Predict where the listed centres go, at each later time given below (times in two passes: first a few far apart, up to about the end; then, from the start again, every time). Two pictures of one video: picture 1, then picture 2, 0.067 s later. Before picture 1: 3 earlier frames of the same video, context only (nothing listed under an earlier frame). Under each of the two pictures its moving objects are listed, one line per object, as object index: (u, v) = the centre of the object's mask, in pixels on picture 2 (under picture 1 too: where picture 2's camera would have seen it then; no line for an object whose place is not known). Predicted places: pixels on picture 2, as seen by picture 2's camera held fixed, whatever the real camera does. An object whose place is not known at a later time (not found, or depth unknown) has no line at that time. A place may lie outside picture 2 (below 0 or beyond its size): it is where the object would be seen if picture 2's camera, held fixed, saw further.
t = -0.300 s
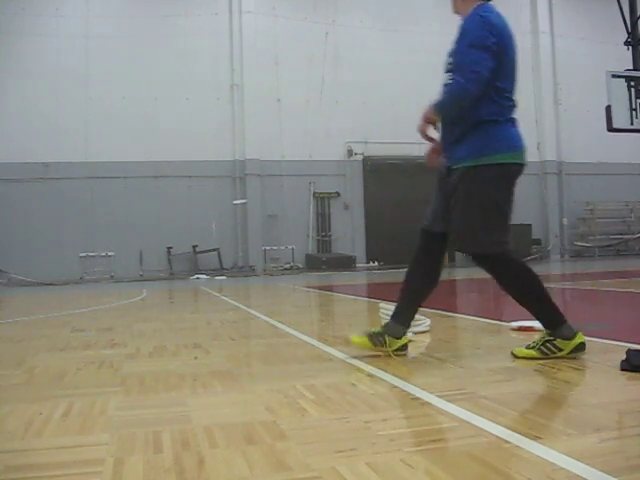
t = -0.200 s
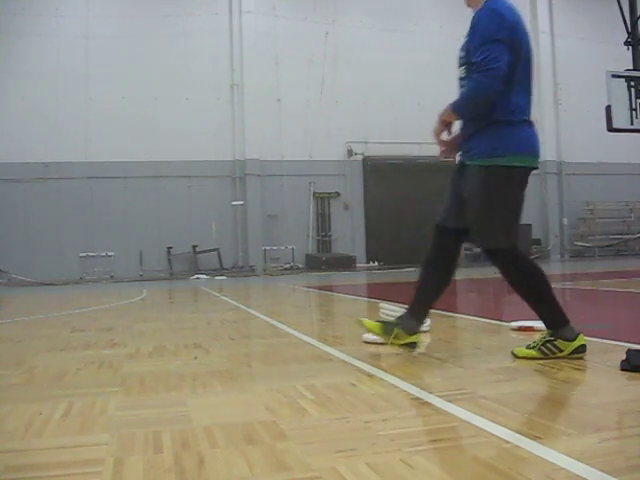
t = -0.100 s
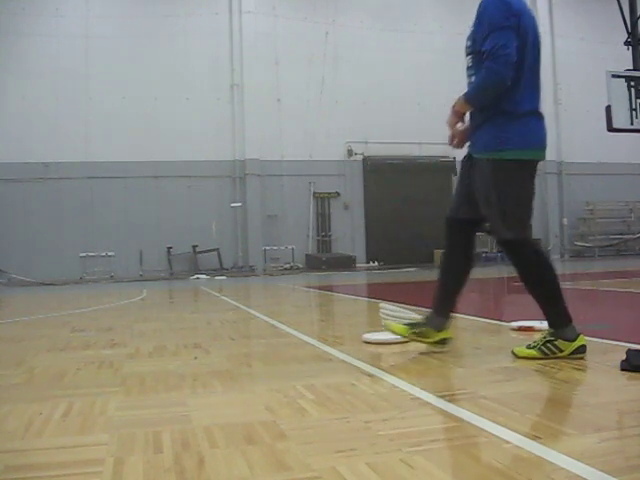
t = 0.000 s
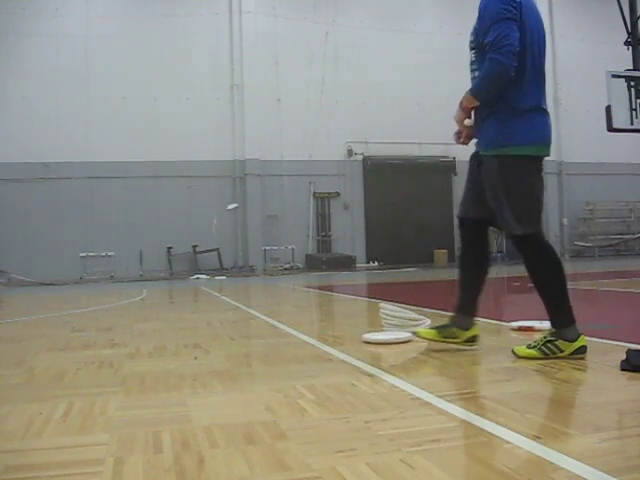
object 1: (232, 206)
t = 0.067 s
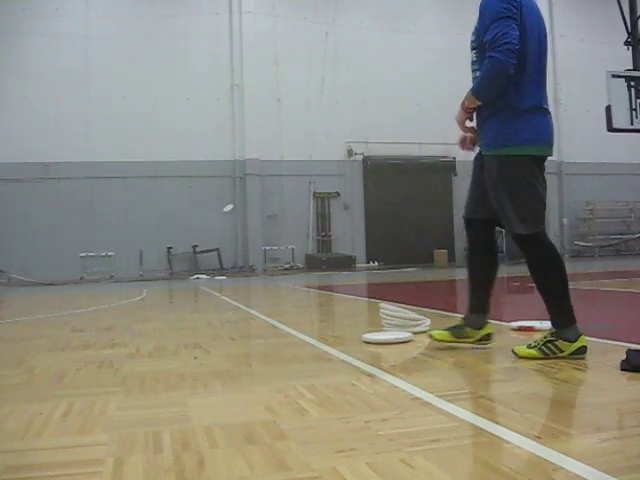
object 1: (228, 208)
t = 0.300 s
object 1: (216, 226)
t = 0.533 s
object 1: (204, 262)
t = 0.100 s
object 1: (226, 209)
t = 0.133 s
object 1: (224, 211)
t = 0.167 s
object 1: (222, 213)
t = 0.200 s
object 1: (221, 215)
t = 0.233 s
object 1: (219, 218)
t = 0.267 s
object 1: (217, 222)
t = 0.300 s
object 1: (216, 226)
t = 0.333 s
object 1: (214, 230)
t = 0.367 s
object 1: (213, 234)
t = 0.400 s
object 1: (211, 239)
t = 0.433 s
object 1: (210, 244)
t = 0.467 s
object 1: (207, 250)
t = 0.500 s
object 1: (206, 256)
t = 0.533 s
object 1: (204, 262)
